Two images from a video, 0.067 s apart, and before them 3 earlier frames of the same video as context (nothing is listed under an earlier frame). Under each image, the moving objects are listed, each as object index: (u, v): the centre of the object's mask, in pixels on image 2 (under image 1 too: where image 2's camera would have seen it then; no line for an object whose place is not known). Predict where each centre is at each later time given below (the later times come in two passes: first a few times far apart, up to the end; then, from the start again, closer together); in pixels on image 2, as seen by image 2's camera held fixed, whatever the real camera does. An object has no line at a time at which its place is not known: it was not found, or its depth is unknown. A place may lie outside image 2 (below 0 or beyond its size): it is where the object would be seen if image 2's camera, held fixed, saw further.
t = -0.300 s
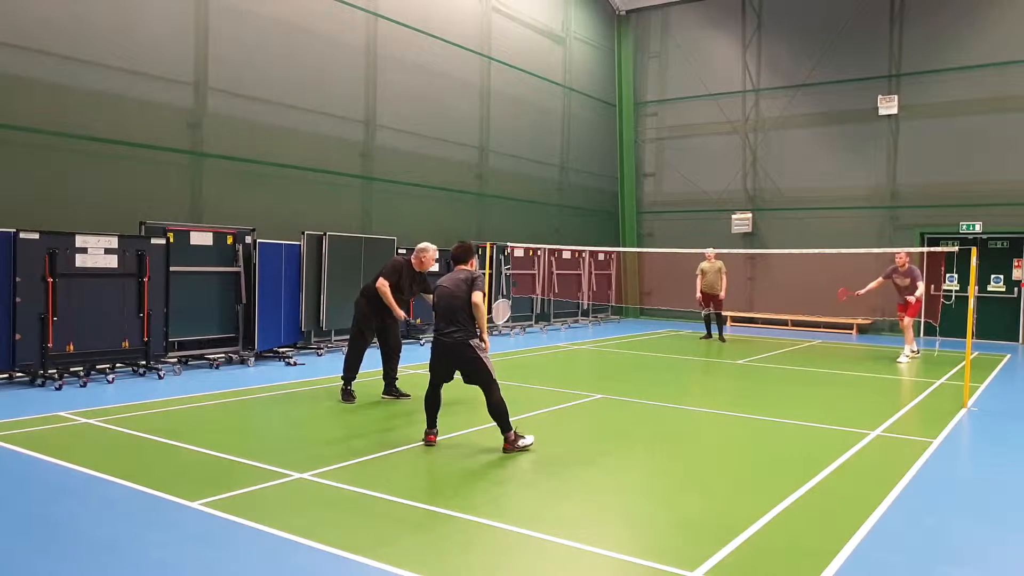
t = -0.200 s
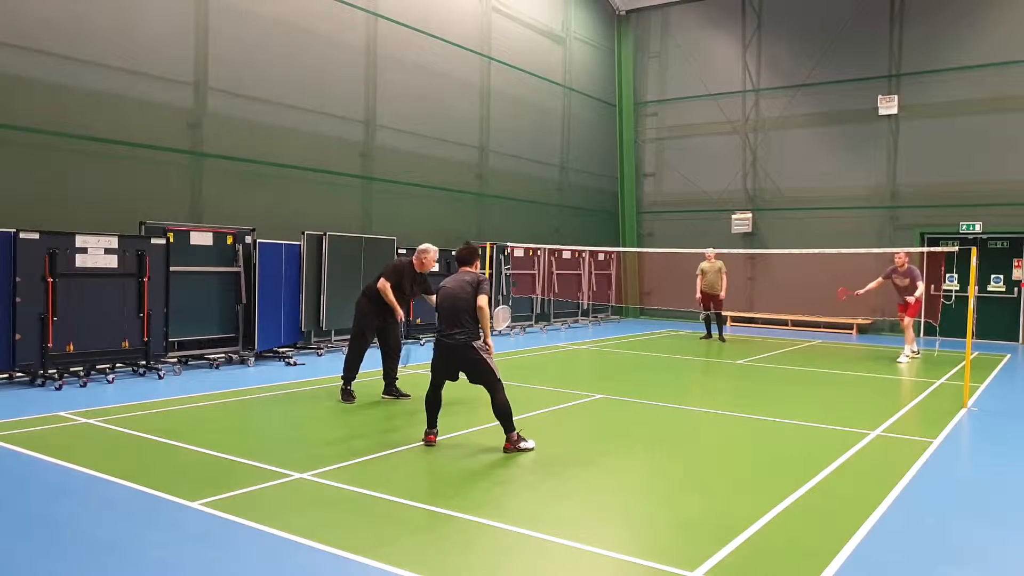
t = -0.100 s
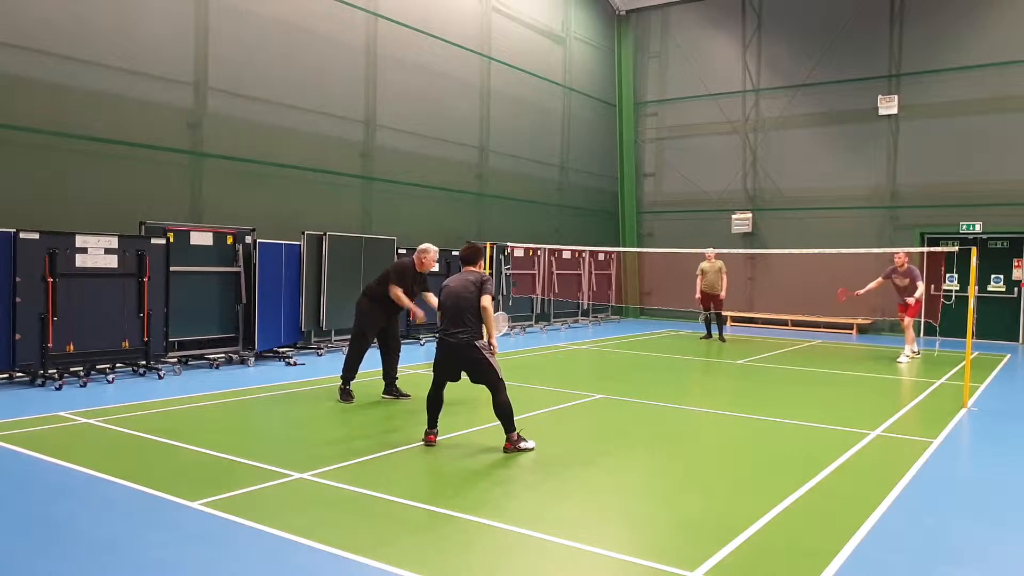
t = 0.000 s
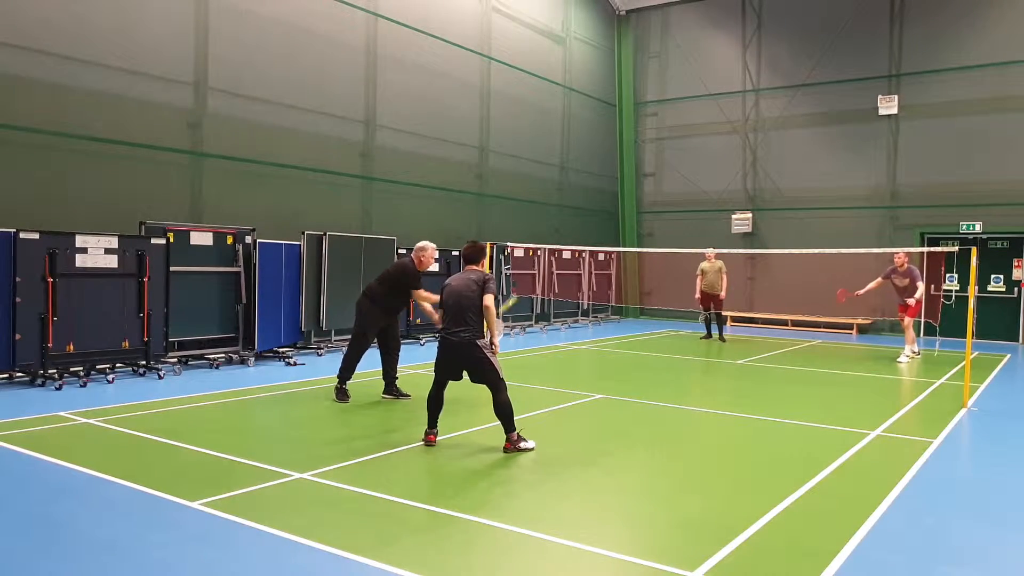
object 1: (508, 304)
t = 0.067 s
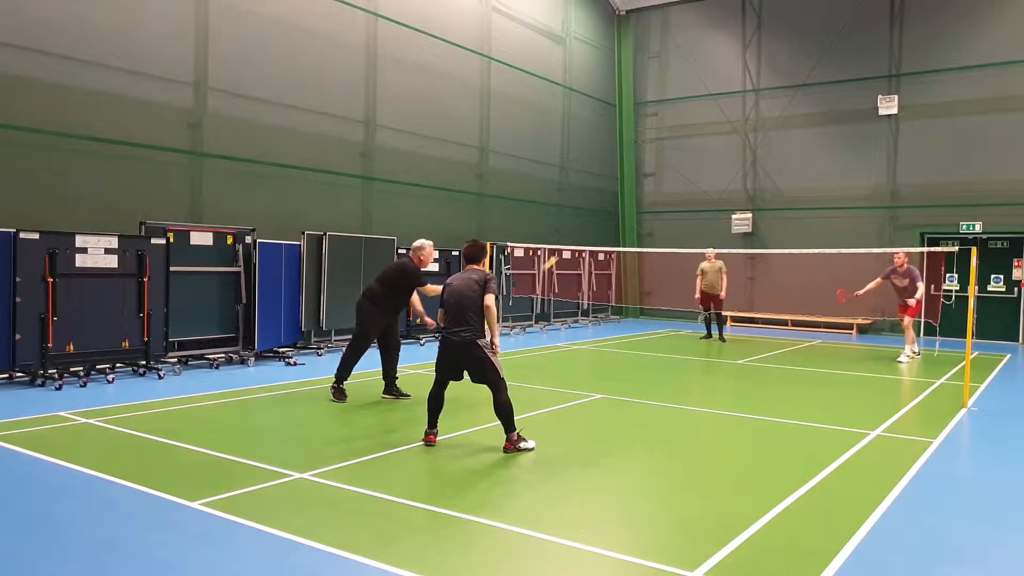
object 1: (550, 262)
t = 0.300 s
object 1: (651, 199)
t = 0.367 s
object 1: (671, 193)
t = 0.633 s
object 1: (732, 206)
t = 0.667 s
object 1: (738, 210)
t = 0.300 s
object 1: (651, 199)
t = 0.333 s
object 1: (662, 195)
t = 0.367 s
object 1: (671, 193)
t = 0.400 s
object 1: (680, 192)
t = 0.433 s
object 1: (689, 191)
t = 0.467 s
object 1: (697, 192)
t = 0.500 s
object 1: (705, 193)
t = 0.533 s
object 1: (712, 195)
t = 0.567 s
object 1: (719, 198)
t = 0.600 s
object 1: (726, 201)
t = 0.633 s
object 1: (732, 206)
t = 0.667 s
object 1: (738, 210)
